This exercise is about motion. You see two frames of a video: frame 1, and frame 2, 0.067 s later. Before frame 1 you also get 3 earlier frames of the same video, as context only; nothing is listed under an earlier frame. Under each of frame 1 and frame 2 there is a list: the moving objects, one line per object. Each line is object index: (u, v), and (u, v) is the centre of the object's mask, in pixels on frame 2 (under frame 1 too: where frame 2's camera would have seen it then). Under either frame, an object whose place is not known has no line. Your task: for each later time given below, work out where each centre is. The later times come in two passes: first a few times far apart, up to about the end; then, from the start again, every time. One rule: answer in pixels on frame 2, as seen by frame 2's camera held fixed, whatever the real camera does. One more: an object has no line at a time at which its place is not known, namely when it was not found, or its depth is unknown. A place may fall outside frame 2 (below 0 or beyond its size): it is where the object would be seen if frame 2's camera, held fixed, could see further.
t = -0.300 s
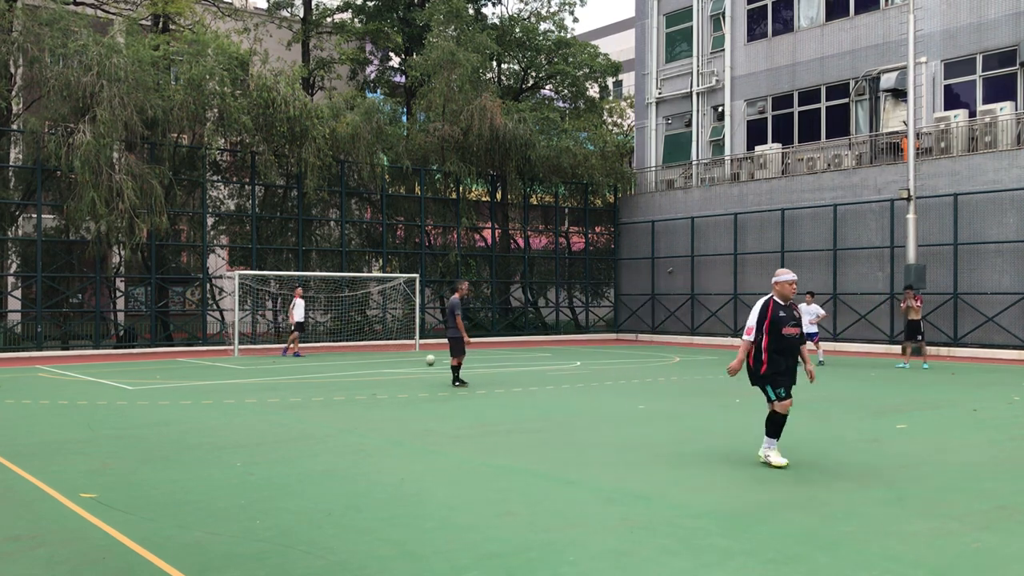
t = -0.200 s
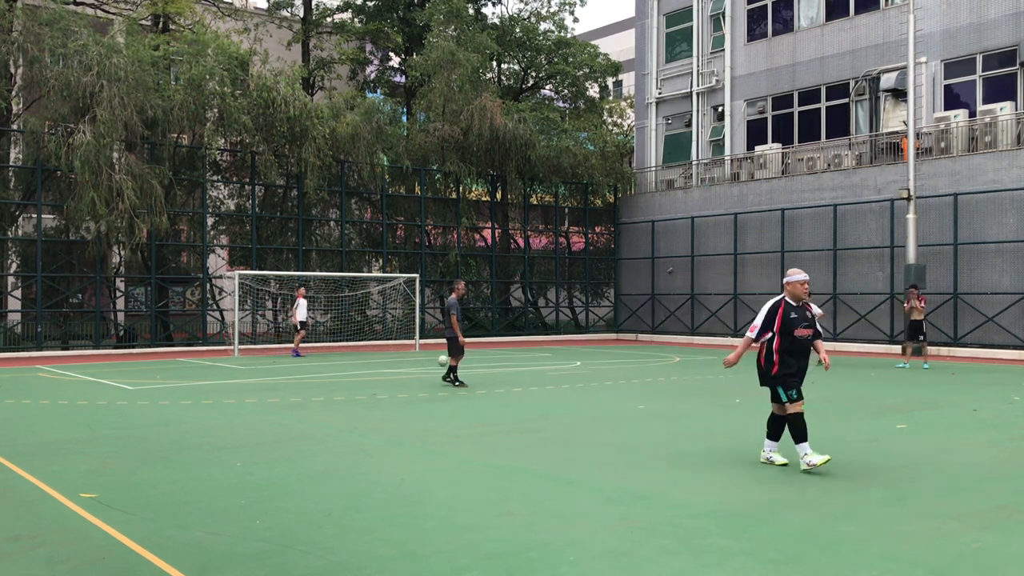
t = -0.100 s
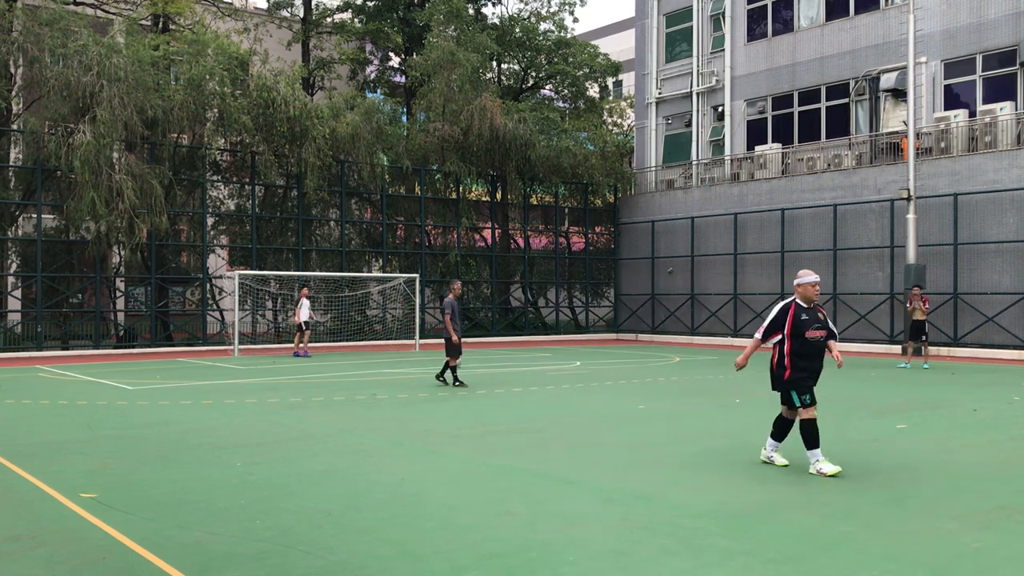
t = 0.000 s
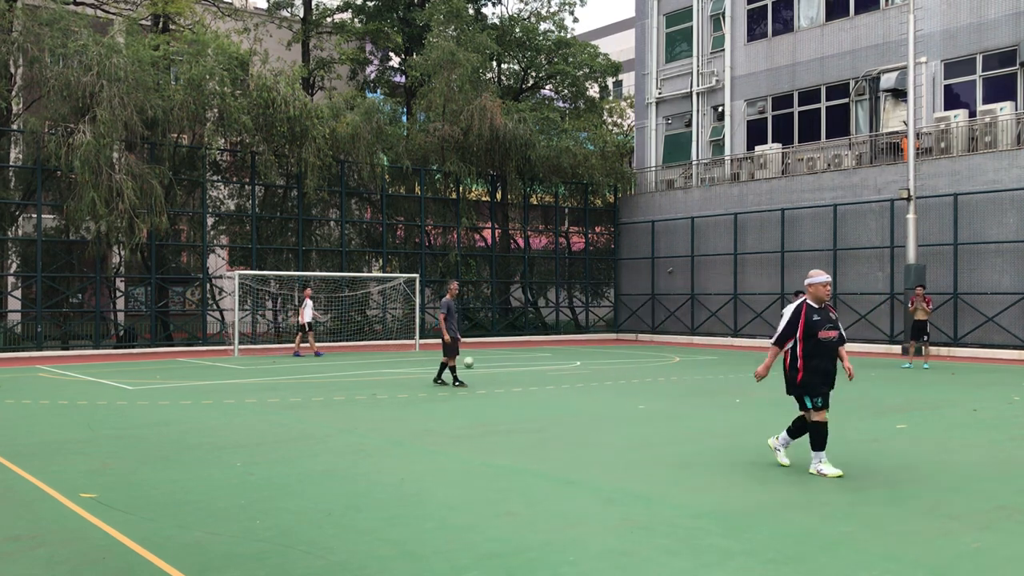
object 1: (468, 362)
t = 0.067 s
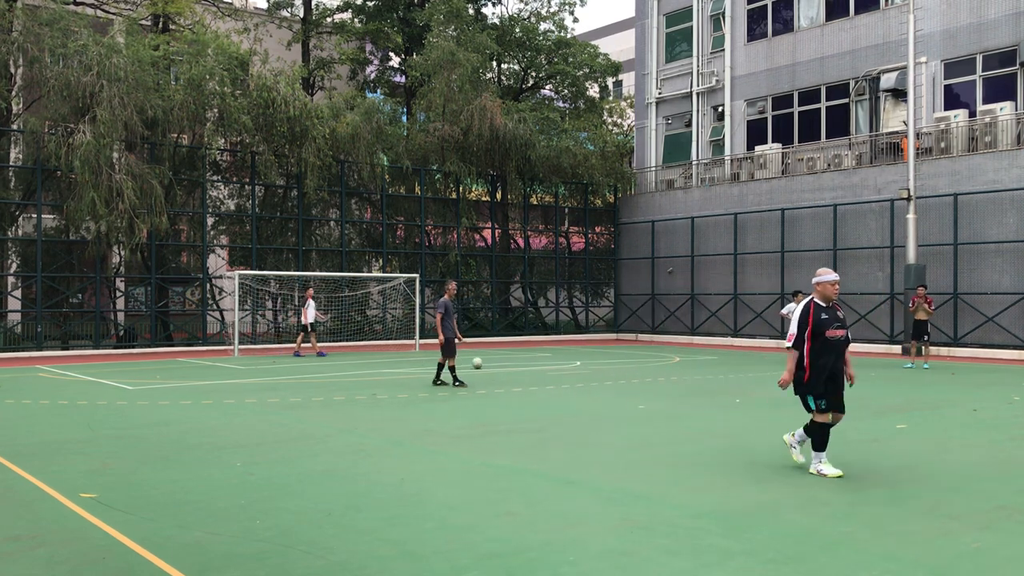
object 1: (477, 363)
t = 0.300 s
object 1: (508, 365)
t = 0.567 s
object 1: (545, 368)
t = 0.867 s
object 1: (590, 370)
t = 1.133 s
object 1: (631, 374)
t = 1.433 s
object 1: (680, 377)
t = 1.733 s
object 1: (731, 381)
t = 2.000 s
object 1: (779, 384)
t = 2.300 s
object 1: (836, 388)
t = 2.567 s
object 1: (889, 392)
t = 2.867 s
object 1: (951, 396)
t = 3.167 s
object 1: (1016, 400)
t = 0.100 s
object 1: (481, 363)
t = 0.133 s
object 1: (486, 364)
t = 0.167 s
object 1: (490, 364)
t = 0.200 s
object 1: (494, 364)
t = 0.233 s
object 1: (499, 364)
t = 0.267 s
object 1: (504, 365)
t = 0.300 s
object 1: (508, 365)
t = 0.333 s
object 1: (512, 365)
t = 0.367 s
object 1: (518, 366)
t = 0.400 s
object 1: (522, 366)
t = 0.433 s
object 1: (527, 367)
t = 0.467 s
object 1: (531, 367)
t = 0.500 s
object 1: (536, 367)
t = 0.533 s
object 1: (541, 367)
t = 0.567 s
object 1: (545, 368)
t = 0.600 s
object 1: (550, 368)
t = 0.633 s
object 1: (556, 368)
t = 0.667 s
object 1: (560, 368)
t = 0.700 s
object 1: (565, 369)
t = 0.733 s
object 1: (570, 369)
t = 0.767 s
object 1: (575, 369)
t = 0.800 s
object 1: (580, 369)
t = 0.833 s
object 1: (585, 370)
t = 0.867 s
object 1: (590, 370)
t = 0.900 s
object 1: (595, 371)
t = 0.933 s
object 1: (600, 371)
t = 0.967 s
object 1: (605, 371)
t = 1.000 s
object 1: (610, 372)
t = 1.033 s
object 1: (615, 372)
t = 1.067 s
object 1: (620, 373)
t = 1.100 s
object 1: (626, 373)
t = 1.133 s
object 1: (631, 374)
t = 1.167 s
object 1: (636, 373)
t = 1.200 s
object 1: (642, 374)
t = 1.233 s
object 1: (647, 374)
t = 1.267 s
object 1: (652, 375)
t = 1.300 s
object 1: (658, 375)
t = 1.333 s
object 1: (663, 376)
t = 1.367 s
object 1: (668, 376)
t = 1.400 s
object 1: (674, 377)
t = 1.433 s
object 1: (680, 377)
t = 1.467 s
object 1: (685, 377)
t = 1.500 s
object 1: (691, 378)
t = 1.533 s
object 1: (697, 378)
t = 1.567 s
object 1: (702, 379)
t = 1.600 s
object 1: (708, 379)
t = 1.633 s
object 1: (714, 380)
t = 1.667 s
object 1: (720, 380)
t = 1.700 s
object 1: (725, 380)
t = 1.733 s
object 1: (731, 381)
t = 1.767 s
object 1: (737, 381)
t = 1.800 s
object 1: (743, 381)
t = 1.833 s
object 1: (749, 382)
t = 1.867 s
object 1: (755, 382)
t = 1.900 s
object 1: (761, 383)
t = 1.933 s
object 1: (767, 383)
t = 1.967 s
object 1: (773, 383)
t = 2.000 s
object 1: (779, 384)
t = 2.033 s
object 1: (786, 384)
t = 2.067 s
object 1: (792, 385)
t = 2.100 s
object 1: (798, 385)
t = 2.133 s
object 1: (804, 386)
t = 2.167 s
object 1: (811, 386)
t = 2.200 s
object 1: (817, 387)
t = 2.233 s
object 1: (823, 387)
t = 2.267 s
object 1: (830, 387)
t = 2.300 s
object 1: (836, 388)
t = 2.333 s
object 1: (843, 389)
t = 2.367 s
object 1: (849, 389)
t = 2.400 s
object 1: (855, 389)
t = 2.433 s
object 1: (862, 390)
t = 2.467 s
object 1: (869, 390)
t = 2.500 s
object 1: (875, 391)
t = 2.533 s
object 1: (882, 391)
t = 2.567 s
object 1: (889, 392)
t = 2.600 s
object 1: (895, 392)
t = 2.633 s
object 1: (902, 392)
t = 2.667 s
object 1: (909, 393)
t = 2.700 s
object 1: (916, 393)
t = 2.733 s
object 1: (923, 394)
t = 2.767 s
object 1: (930, 394)
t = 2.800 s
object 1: (937, 395)
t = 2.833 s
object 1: (944, 395)
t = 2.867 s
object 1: (951, 396)
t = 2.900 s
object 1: (958, 396)
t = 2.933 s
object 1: (965, 397)
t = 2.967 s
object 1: (972, 397)
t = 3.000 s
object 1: (980, 398)
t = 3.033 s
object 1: (987, 398)
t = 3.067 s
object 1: (995, 399)
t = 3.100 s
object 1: (1002, 399)
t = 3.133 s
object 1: (1010, 400)
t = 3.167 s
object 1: (1016, 400)
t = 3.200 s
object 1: (1020, 401)
